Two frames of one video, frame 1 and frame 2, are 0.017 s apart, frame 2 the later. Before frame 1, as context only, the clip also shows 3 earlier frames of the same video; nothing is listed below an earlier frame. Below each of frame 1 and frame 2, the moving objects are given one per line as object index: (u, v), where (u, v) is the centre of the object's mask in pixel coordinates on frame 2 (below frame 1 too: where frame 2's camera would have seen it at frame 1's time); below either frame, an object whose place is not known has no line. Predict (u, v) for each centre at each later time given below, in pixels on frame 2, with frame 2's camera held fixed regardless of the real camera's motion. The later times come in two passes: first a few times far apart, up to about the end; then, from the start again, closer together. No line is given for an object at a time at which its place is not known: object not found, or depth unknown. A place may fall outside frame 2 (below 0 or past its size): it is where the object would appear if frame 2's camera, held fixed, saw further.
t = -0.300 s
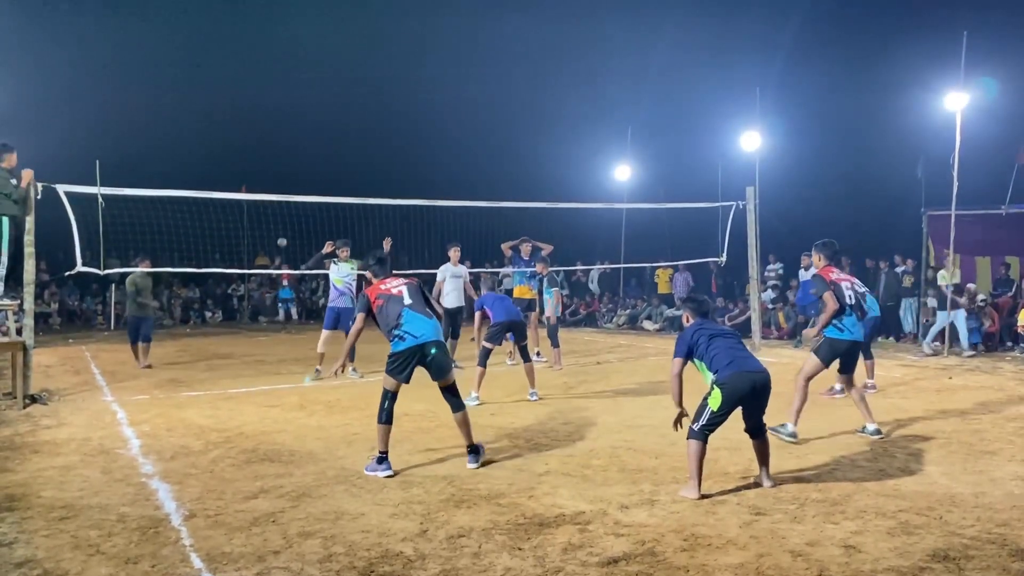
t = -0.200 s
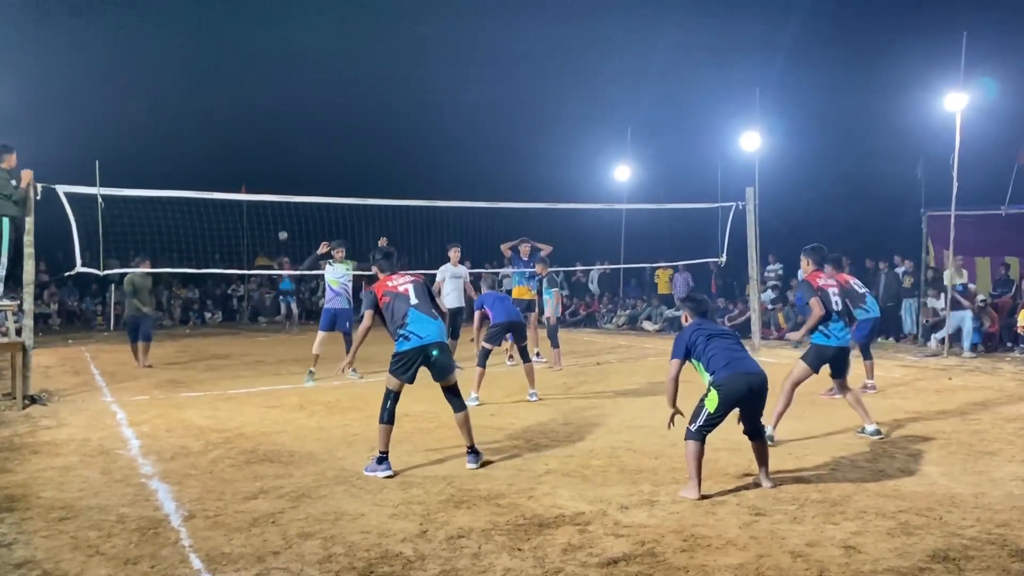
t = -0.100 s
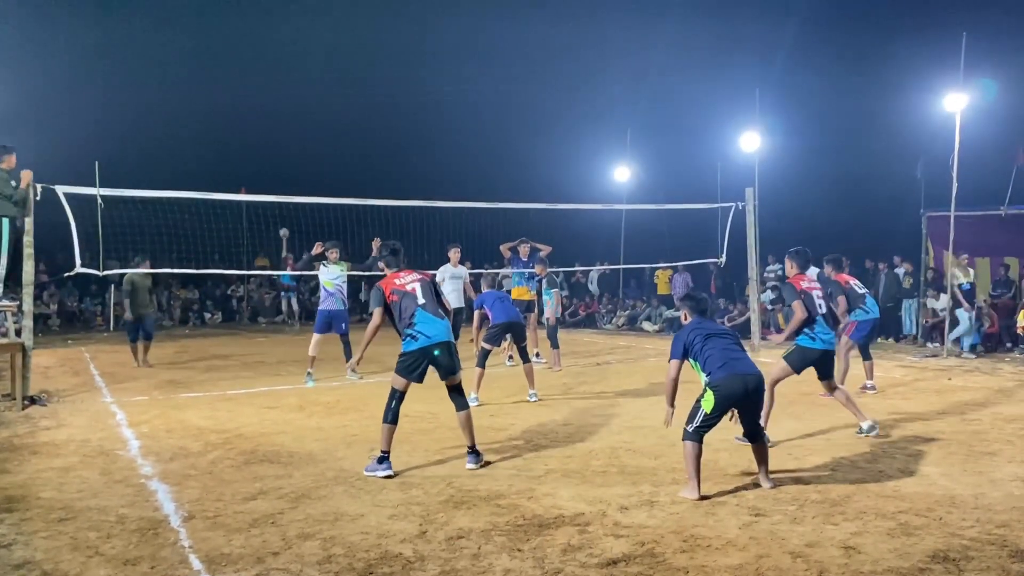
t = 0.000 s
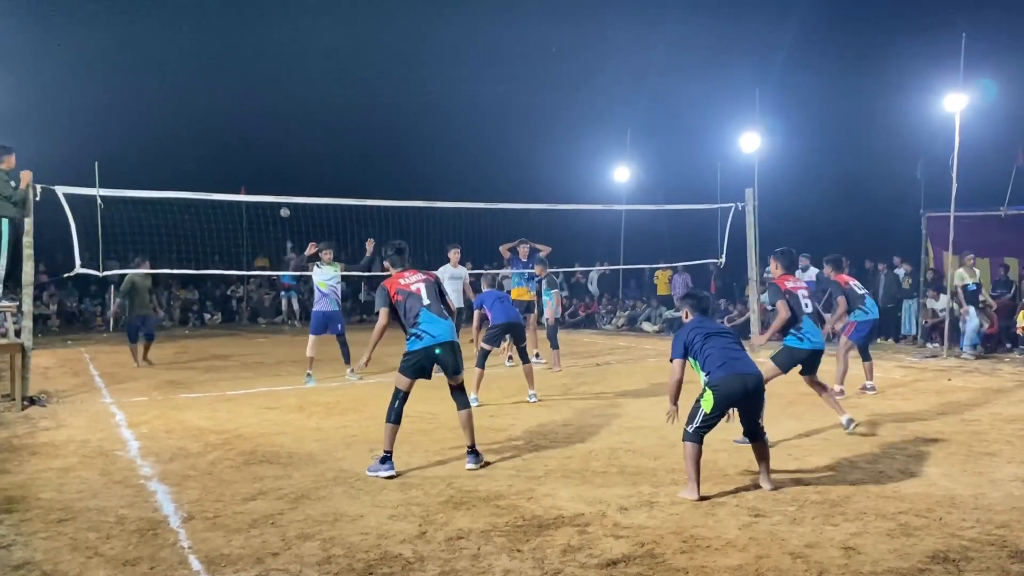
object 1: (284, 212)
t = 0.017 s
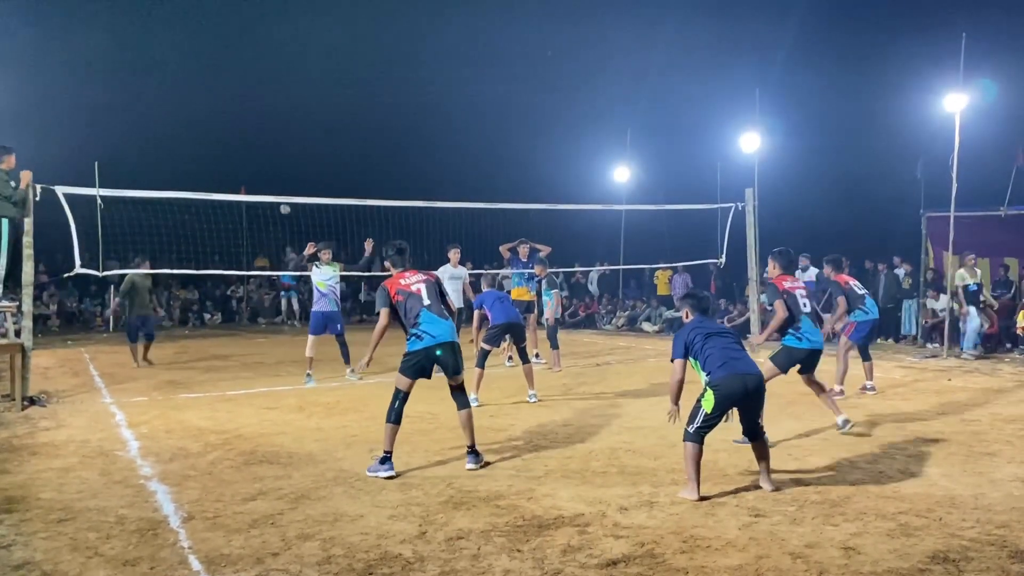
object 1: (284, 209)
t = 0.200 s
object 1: (287, 181)
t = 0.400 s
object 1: (291, 164)
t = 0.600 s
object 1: (296, 165)
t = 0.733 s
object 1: (299, 180)
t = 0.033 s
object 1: (285, 206)
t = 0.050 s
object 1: (286, 205)
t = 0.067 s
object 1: (286, 204)
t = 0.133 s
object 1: (286, 190)
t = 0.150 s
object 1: (286, 188)
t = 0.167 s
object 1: (286, 186)
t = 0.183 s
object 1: (287, 183)
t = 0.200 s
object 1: (287, 181)
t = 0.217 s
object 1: (287, 179)
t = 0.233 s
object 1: (287, 178)
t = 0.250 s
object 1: (287, 176)
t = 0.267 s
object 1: (288, 174)
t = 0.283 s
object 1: (288, 172)
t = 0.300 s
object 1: (288, 171)
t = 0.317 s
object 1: (289, 169)
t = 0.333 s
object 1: (289, 168)
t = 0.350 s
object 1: (290, 167)
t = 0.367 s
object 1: (290, 166)
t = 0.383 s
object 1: (290, 165)
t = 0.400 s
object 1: (291, 164)
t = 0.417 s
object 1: (291, 163)
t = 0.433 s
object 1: (291, 162)
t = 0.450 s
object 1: (292, 162)
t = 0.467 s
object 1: (292, 162)
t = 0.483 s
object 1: (293, 162)
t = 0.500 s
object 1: (293, 162)
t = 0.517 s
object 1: (293, 162)
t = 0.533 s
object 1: (294, 162)
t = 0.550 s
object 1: (294, 163)
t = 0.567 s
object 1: (295, 164)
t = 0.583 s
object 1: (295, 164)
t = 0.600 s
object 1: (296, 165)
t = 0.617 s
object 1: (296, 167)
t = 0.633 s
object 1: (297, 168)
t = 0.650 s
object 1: (297, 170)
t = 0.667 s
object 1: (298, 172)
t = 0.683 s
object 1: (298, 173)
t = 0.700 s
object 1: (299, 176)
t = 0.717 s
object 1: (299, 178)
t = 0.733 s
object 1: (299, 180)
